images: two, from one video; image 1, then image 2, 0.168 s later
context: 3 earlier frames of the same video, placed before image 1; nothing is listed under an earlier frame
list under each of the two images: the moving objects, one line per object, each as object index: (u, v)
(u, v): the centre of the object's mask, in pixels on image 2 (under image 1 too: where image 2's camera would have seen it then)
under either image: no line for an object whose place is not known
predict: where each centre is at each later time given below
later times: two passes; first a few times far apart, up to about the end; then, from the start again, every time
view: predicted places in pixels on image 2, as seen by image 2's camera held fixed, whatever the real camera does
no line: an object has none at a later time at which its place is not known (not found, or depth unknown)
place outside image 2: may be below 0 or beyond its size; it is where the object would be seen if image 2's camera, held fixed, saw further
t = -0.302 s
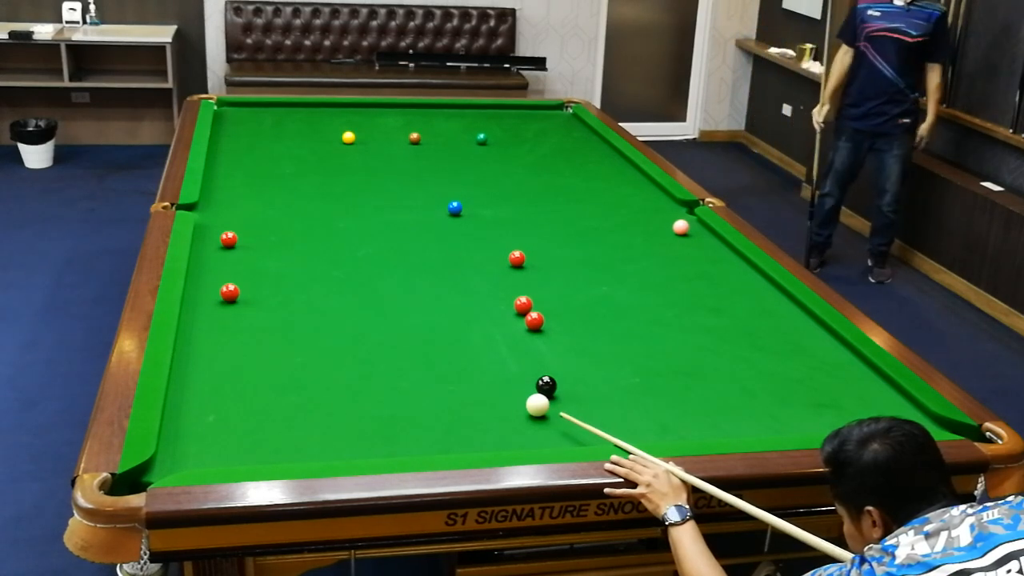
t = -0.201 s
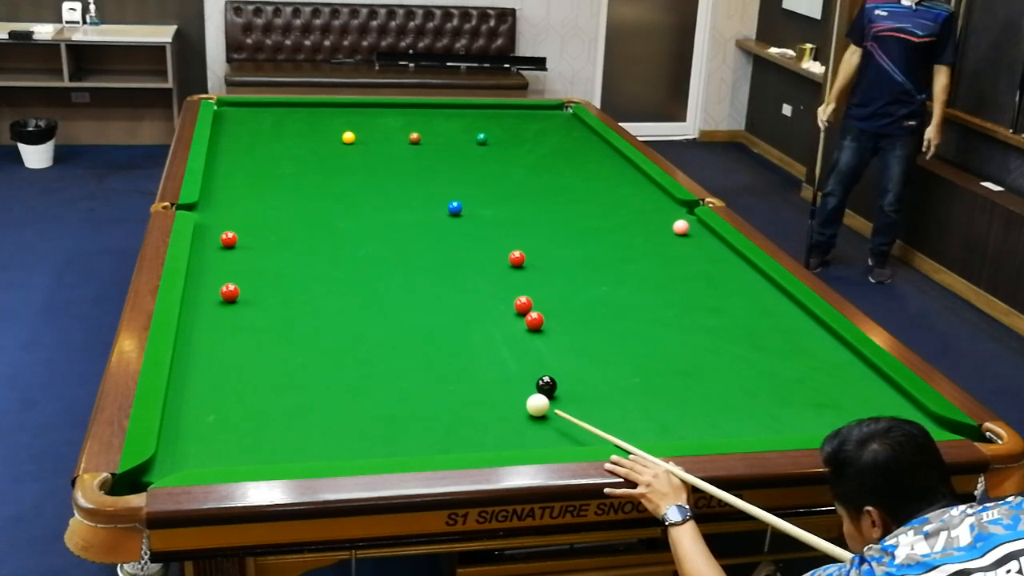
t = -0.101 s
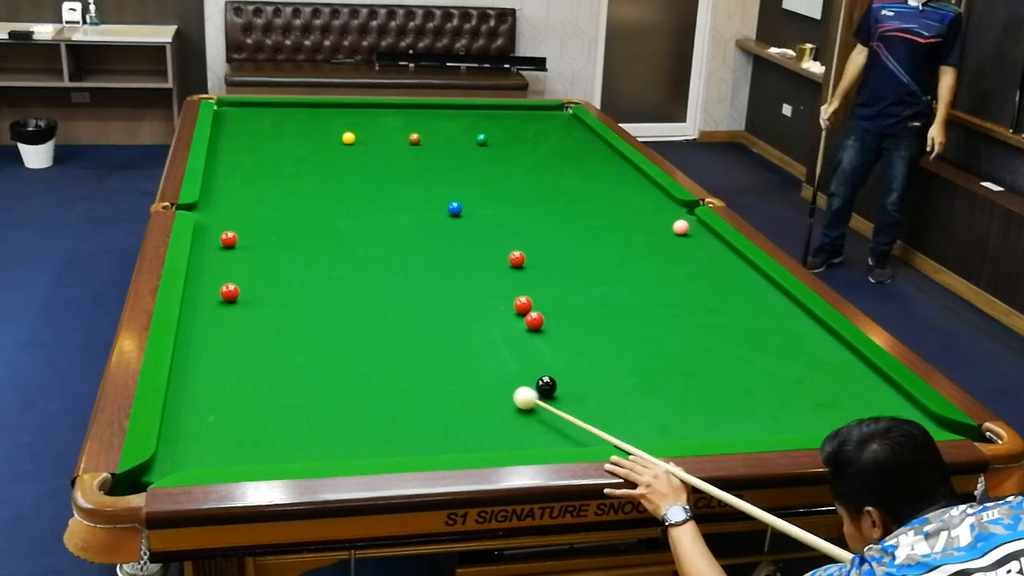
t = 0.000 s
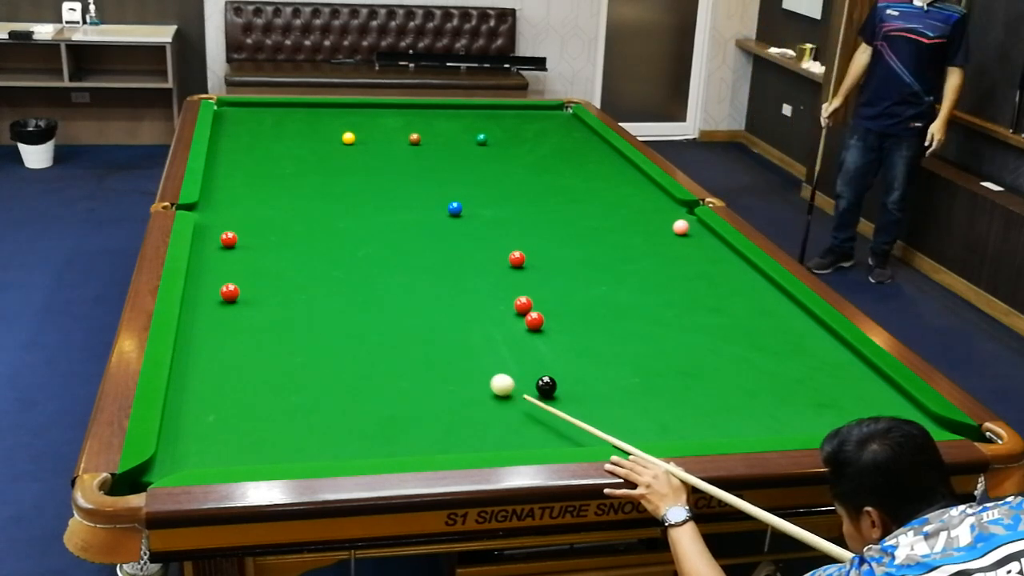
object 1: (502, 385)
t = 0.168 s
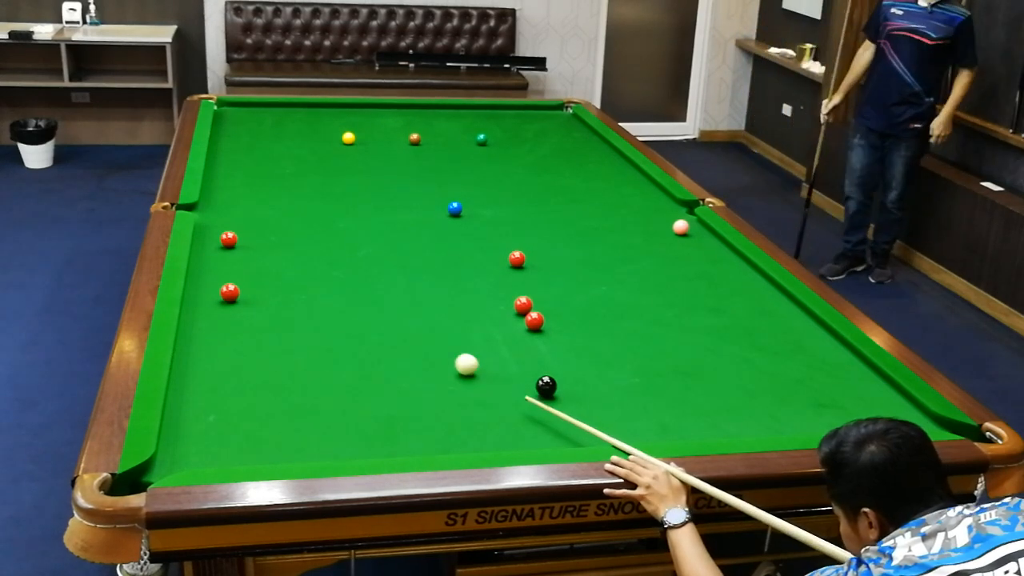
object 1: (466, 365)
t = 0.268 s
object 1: (446, 353)
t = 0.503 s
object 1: (403, 328)
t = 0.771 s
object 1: (360, 303)
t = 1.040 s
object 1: (322, 281)
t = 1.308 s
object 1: (288, 262)
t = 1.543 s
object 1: (262, 247)
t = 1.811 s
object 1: (235, 229)
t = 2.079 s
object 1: (210, 217)
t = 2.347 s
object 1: (195, 208)
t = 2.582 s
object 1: (203, 213)
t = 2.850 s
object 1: (222, 215)
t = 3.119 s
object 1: (240, 216)
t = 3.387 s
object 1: (256, 217)
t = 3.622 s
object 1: (268, 218)
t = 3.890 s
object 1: (281, 219)
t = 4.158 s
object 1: (293, 219)
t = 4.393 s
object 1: (301, 220)
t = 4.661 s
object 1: (309, 220)
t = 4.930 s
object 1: (316, 220)
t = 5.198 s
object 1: (320, 220)
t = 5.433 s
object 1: (324, 220)
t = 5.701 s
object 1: (325, 220)
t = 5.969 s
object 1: (326, 220)
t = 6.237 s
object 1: (326, 220)
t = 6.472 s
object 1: (326, 220)
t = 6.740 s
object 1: (326, 220)
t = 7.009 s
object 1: (326, 220)
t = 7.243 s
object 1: (326, 220)
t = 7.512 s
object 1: (326, 220)
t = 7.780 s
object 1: (326, 220)
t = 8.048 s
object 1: (326, 220)
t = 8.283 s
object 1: (326, 220)
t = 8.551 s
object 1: (326, 220)
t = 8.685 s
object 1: (326, 220)
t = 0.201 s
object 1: (459, 360)
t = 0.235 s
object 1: (453, 356)
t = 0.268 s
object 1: (446, 353)
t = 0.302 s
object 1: (440, 349)
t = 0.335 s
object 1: (433, 345)
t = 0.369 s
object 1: (427, 342)
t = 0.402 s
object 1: (421, 338)
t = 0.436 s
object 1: (415, 335)
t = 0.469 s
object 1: (409, 331)
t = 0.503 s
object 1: (403, 328)
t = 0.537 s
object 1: (398, 325)
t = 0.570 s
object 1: (392, 322)
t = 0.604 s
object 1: (386, 318)
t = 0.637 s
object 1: (381, 315)
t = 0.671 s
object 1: (376, 312)
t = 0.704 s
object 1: (370, 309)
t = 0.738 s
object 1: (365, 306)
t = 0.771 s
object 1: (360, 303)
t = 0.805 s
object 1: (355, 300)
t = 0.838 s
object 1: (350, 298)
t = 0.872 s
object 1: (345, 295)
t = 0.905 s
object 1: (340, 292)
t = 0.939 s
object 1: (336, 289)
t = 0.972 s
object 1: (331, 287)
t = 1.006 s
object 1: (327, 284)
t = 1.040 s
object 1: (322, 281)
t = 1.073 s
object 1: (317, 279)
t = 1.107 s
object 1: (313, 276)
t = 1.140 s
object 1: (309, 274)
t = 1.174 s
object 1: (304, 271)
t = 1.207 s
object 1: (300, 269)
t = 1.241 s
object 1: (296, 266)
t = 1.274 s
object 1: (292, 264)
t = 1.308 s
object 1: (288, 262)
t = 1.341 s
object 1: (284, 259)
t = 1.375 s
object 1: (280, 257)
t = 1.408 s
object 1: (276, 255)
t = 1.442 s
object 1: (273, 253)
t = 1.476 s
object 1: (269, 251)
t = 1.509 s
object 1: (265, 249)
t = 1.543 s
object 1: (262, 247)
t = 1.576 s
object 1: (258, 244)
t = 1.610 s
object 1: (254, 242)
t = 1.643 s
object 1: (251, 240)
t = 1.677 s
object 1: (248, 238)
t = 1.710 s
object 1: (245, 236)
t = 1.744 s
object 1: (242, 234)
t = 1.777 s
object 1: (239, 232)
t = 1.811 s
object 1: (235, 229)
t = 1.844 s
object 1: (231, 227)
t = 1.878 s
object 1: (228, 226)
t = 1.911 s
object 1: (224, 225)
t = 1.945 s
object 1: (222, 223)
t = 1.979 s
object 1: (219, 222)
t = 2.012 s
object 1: (216, 220)
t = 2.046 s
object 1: (213, 218)
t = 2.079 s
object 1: (210, 217)
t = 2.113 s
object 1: (207, 215)
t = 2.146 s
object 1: (204, 213)
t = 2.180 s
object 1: (201, 211)
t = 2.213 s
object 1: (199, 210)
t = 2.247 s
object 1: (196, 208)
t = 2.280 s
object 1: (193, 206)
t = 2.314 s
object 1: (193, 206)
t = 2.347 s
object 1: (195, 208)
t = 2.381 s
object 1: (196, 209)
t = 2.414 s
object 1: (196, 210)
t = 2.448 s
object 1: (197, 211)
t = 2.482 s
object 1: (197, 212)
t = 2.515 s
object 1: (199, 212)
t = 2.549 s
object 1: (201, 213)
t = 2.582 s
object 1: (203, 213)
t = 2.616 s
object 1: (206, 214)
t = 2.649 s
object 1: (208, 214)
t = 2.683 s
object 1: (211, 214)
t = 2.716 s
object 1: (213, 214)
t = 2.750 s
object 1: (215, 214)
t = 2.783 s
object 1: (218, 214)
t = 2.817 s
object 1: (220, 214)
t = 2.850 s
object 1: (222, 215)
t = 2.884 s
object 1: (225, 215)
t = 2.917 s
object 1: (227, 215)
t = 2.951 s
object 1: (229, 215)
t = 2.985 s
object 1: (231, 215)
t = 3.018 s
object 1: (233, 215)
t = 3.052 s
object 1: (236, 216)
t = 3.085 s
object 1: (238, 216)
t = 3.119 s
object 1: (240, 216)
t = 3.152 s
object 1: (242, 216)
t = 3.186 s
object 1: (244, 216)
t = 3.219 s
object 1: (246, 216)
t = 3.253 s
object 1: (248, 216)
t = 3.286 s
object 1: (250, 216)
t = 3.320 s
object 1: (252, 217)
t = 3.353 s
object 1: (254, 217)
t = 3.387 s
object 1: (256, 217)
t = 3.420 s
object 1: (258, 217)
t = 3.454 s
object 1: (260, 217)
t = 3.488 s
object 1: (261, 217)
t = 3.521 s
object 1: (263, 217)
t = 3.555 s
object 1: (265, 217)
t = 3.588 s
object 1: (267, 217)
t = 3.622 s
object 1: (268, 218)
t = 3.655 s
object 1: (270, 218)
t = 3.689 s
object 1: (272, 218)
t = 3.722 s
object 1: (274, 218)
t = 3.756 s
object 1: (275, 218)
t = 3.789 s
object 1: (277, 218)
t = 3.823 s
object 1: (278, 218)
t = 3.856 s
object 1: (280, 218)
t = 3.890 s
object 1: (281, 219)
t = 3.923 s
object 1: (283, 219)
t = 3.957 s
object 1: (285, 218)
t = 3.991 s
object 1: (286, 218)
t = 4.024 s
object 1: (287, 219)
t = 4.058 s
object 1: (289, 219)
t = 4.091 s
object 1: (290, 219)
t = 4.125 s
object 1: (292, 219)
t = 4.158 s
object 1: (293, 219)
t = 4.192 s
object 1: (295, 219)
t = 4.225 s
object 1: (295, 219)
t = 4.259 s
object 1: (297, 219)
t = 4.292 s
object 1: (297, 219)
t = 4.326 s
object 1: (299, 219)
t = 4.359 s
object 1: (300, 220)
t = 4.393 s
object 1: (301, 220)
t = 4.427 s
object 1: (302, 220)
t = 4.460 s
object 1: (303, 220)
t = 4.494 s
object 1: (304, 220)
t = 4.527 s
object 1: (305, 220)
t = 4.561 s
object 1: (306, 220)
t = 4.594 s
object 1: (307, 220)
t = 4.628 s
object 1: (308, 220)
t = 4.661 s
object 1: (309, 220)
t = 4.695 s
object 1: (310, 220)
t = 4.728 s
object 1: (311, 220)
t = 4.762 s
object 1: (312, 220)
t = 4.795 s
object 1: (312, 220)
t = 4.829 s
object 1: (313, 220)
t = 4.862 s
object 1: (314, 220)
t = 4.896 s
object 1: (315, 220)
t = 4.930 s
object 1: (316, 220)
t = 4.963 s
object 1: (316, 220)
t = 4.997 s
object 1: (317, 220)
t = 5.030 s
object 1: (318, 220)
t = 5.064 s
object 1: (318, 220)
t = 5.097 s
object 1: (319, 220)
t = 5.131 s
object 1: (320, 220)
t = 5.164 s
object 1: (320, 220)
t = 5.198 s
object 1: (320, 220)
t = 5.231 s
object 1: (321, 220)
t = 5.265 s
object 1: (321, 220)
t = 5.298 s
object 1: (322, 220)
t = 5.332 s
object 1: (322, 220)
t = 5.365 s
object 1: (323, 220)
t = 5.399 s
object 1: (323, 220)
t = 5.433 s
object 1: (324, 220)
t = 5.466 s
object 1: (324, 220)
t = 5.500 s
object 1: (324, 220)
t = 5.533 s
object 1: (324, 220)
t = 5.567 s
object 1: (325, 220)
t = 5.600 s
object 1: (325, 220)
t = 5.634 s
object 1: (325, 220)
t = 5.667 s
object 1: (325, 220)
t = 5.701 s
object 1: (325, 220)
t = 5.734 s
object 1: (325, 220)
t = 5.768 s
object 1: (325, 220)
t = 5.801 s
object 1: (326, 220)
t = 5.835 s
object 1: (326, 220)
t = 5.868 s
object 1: (326, 220)
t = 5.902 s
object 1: (326, 220)
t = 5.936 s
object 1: (326, 220)
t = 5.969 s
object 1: (326, 220)
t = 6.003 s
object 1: (326, 220)
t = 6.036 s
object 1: (326, 220)
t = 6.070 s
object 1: (326, 220)
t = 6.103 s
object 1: (326, 220)
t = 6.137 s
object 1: (326, 220)
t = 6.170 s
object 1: (326, 220)
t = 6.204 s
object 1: (326, 220)
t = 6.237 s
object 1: (326, 220)
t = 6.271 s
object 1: (326, 220)
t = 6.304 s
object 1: (326, 220)
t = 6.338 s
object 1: (326, 220)
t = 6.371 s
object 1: (326, 220)
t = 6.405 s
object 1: (326, 220)
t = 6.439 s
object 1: (326, 220)
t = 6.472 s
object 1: (326, 220)
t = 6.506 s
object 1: (326, 220)
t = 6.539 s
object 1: (326, 220)
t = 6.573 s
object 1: (326, 220)
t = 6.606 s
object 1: (326, 220)
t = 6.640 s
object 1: (326, 220)
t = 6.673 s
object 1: (326, 220)
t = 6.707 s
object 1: (326, 220)
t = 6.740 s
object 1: (326, 220)
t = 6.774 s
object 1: (326, 220)
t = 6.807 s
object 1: (326, 220)
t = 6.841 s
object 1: (326, 220)
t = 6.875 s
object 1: (326, 220)
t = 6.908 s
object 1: (326, 220)
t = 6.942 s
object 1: (326, 220)
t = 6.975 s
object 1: (326, 220)
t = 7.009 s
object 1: (326, 220)
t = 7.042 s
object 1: (326, 220)
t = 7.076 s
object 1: (326, 220)
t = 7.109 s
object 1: (326, 220)
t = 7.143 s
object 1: (326, 220)
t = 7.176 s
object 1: (326, 220)
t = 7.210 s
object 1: (326, 220)
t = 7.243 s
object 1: (326, 220)
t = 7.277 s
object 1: (326, 220)
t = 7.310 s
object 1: (326, 220)
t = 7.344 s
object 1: (326, 220)
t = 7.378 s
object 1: (326, 220)
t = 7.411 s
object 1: (326, 220)
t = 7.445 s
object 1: (326, 220)
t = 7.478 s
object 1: (326, 220)
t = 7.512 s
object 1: (326, 220)
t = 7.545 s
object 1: (326, 220)
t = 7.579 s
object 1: (326, 220)
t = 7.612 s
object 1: (326, 220)
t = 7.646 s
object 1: (326, 220)
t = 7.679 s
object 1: (326, 220)
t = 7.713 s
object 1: (326, 220)
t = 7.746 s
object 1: (326, 220)
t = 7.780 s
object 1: (326, 220)
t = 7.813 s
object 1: (326, 220)
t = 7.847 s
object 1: (326, 220)
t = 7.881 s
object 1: (326, 220)
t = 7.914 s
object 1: (326, 220)
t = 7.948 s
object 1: (326, 220)
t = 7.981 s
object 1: (326, 220)
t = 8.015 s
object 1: (326, 220)
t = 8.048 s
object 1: (326, 220)
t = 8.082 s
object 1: (326, 220)
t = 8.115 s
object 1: (326, 220)
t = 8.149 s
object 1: (326, 220)
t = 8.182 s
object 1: (326, 220)
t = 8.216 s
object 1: (326, 220)
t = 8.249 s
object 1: (326, 220)
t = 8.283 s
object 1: (326, 220)
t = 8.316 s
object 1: (326, 220)
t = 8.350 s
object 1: (327, 220)
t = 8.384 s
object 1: (326, 220)
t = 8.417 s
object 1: (326, 220)
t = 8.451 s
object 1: (326, 220)
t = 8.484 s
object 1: (326, 220)
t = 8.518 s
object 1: (326, 220)
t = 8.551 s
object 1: (326, 220)
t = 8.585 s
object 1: (326, 220)
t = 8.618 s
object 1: (326, 220)
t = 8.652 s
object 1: (326, 220)
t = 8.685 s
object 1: (326, 220)
